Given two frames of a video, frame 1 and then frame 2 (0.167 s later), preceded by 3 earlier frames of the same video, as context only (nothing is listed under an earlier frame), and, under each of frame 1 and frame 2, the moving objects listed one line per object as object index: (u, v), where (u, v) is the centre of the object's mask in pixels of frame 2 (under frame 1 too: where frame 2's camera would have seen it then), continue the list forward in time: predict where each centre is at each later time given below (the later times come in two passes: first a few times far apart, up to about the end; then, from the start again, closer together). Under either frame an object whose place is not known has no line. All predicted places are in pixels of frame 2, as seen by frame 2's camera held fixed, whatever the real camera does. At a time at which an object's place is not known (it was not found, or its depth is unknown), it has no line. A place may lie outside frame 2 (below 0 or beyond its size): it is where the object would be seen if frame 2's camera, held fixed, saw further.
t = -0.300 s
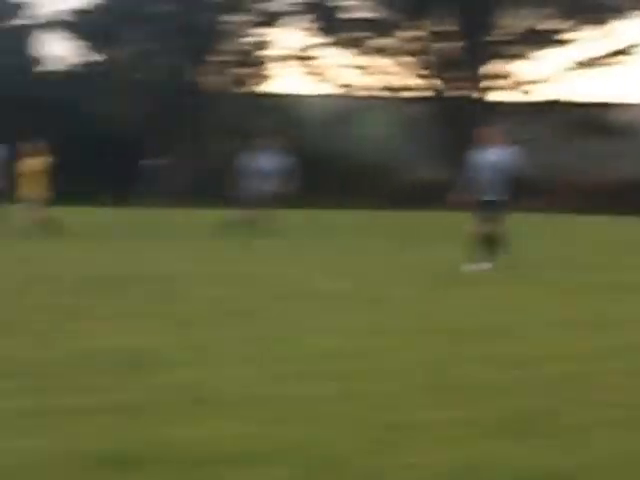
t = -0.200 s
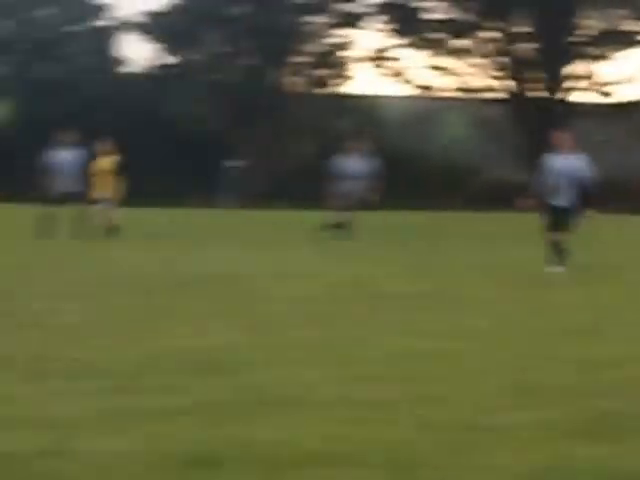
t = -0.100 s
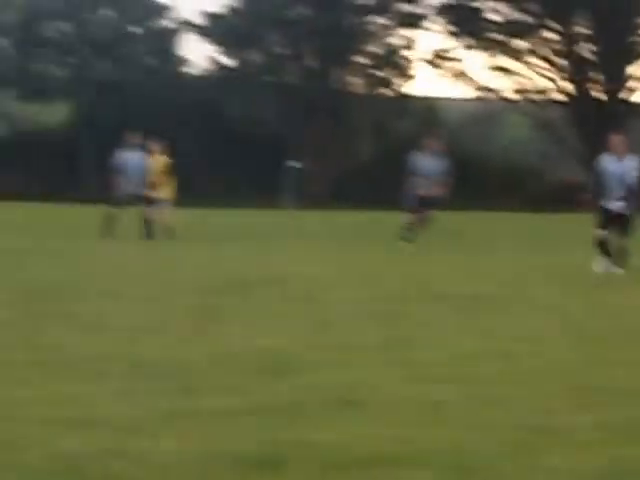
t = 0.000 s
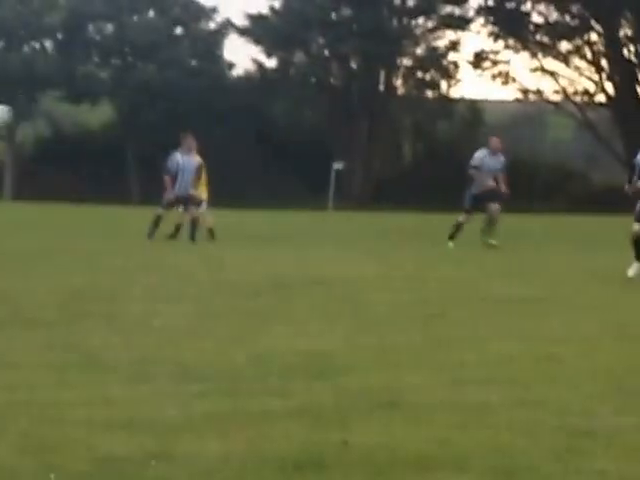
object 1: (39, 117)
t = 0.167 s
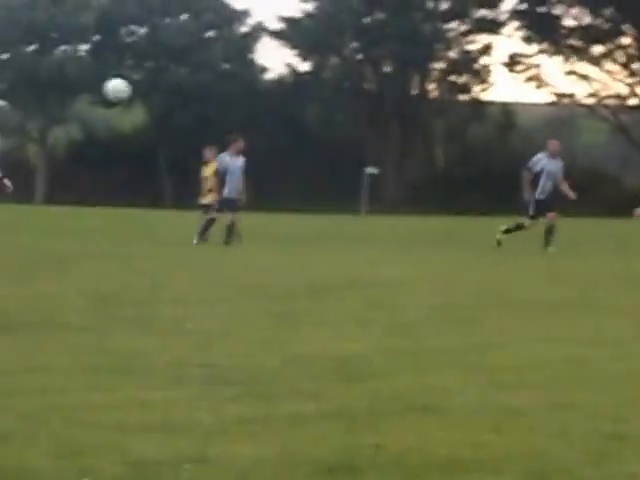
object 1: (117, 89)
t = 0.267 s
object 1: (170, 86)
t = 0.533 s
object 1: (310, 132)
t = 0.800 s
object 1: (442, 248)
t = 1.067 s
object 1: (558, 241)
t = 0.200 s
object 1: (135, 87)
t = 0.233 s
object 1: (152, 87)
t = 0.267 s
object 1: (170, 86)
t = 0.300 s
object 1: (188, 88)
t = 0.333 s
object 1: (206, 91)
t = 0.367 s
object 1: (223, 95)
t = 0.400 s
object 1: (240, 100)
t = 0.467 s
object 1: (275, 113)
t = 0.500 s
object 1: (293, 122)
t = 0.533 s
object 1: (310, 132)
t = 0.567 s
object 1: (327, 142)
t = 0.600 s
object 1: (344, 155)
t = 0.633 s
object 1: (361, 169)
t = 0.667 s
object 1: (376, 182)
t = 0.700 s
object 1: (393, 197)
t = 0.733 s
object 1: (410, 213)
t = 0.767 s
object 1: (425, 230)
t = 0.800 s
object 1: (442, 248)
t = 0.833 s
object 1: (459, 269)
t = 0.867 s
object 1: (475, 290)
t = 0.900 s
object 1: (491, 295)
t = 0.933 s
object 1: (503, 282)
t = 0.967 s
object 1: (518, 268)
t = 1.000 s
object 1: (531, 258)
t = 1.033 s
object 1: (545, 249)
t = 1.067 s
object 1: (558, 241)
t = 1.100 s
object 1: (571, 233)
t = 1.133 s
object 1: (586, 225)
